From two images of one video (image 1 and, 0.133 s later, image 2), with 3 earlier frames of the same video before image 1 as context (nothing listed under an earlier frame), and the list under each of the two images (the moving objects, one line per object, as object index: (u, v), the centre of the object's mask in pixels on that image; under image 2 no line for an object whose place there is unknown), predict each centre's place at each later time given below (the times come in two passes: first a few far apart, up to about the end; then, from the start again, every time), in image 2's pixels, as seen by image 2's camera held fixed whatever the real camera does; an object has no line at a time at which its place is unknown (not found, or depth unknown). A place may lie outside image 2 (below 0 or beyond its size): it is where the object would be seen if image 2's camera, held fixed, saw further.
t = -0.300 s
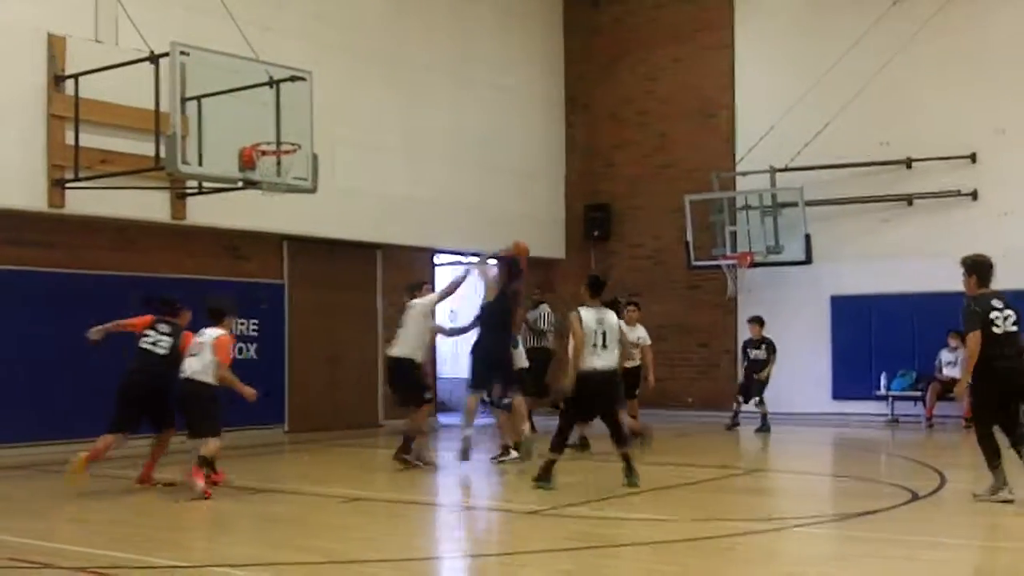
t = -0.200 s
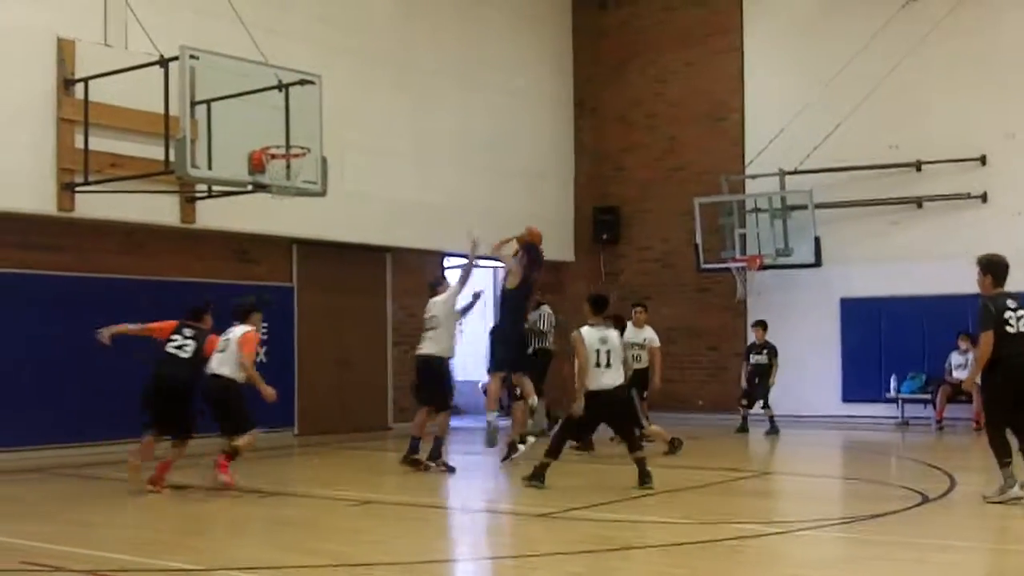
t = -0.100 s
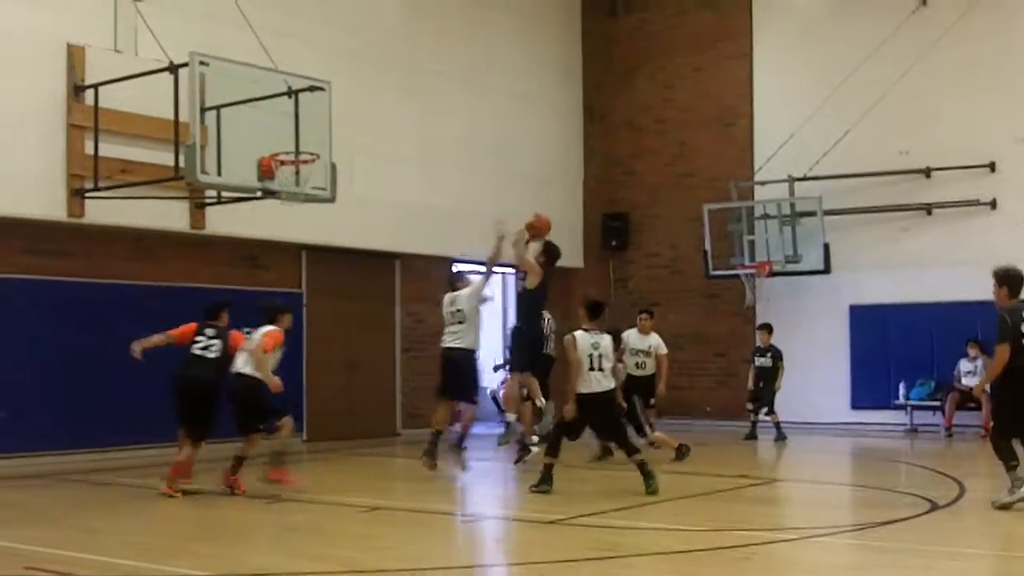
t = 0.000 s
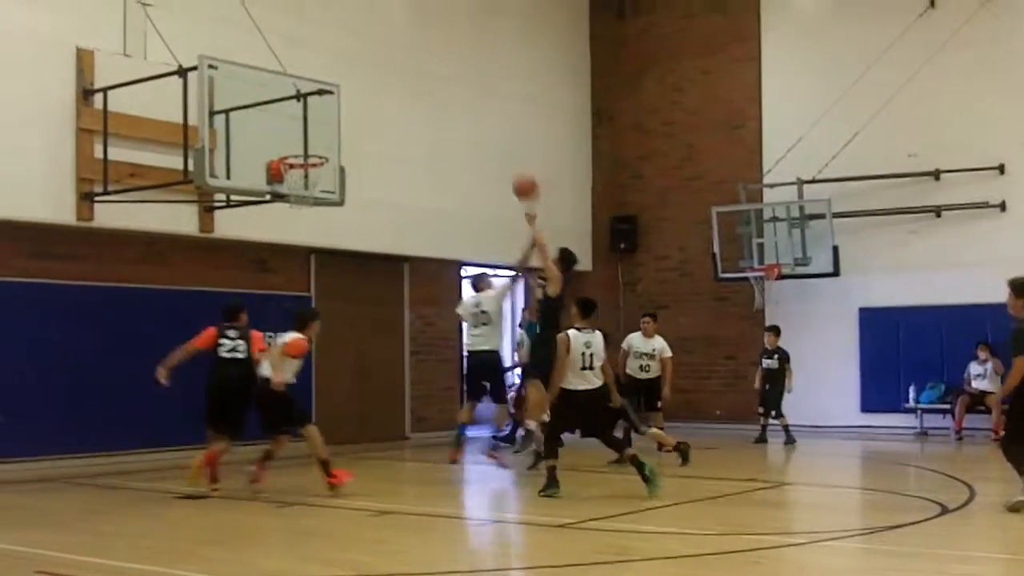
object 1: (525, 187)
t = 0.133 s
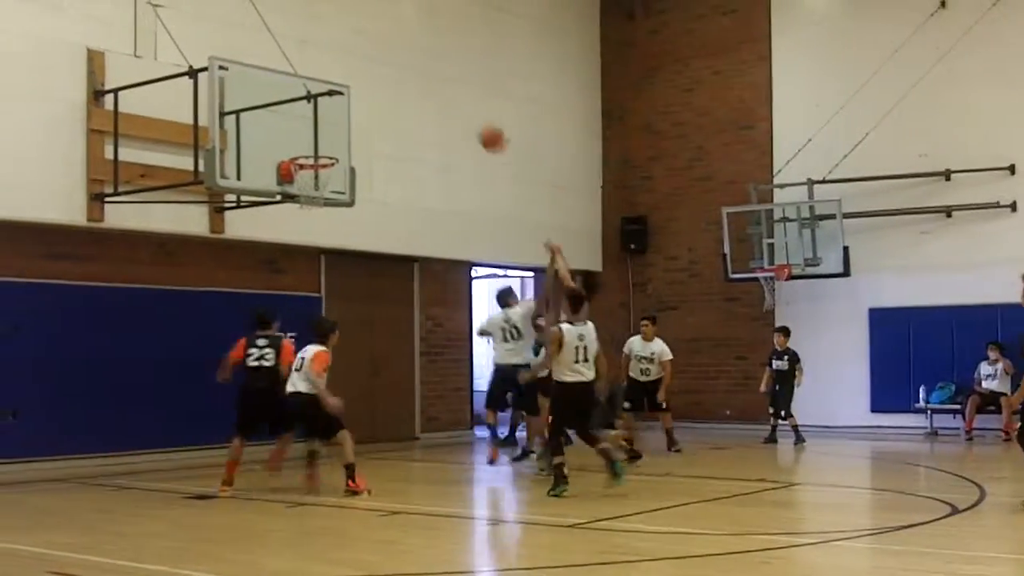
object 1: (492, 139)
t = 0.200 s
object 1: (471, 121)
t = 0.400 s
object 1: (409, 100)
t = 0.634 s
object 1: (342, 125)
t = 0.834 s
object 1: (299, 131)
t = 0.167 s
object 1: (482, 129)
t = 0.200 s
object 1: (471, 121)
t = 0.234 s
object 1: (460, 115)
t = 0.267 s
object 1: (450, 110)
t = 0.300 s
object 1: (439, 106)
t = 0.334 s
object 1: (430, 102)
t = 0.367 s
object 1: (419, 100)
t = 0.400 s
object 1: (409, 100)
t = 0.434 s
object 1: (398, 100)
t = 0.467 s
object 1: (388, 102)
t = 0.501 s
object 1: (379, 104)
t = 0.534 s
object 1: (370, 107)
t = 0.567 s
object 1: (360, 112)
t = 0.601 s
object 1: (351, 117)
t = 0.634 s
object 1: (342, 125)
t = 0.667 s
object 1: (333, 133)
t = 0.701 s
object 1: (324, 141)
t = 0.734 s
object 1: (314, 150)
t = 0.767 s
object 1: (308, 146)
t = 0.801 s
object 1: (304, 139)
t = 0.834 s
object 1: (299, 131)
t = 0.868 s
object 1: (296, 125)
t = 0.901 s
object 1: (295, 120)
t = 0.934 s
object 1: (296, 116)
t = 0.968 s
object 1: (297, 112)
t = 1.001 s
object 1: (297, 110)
